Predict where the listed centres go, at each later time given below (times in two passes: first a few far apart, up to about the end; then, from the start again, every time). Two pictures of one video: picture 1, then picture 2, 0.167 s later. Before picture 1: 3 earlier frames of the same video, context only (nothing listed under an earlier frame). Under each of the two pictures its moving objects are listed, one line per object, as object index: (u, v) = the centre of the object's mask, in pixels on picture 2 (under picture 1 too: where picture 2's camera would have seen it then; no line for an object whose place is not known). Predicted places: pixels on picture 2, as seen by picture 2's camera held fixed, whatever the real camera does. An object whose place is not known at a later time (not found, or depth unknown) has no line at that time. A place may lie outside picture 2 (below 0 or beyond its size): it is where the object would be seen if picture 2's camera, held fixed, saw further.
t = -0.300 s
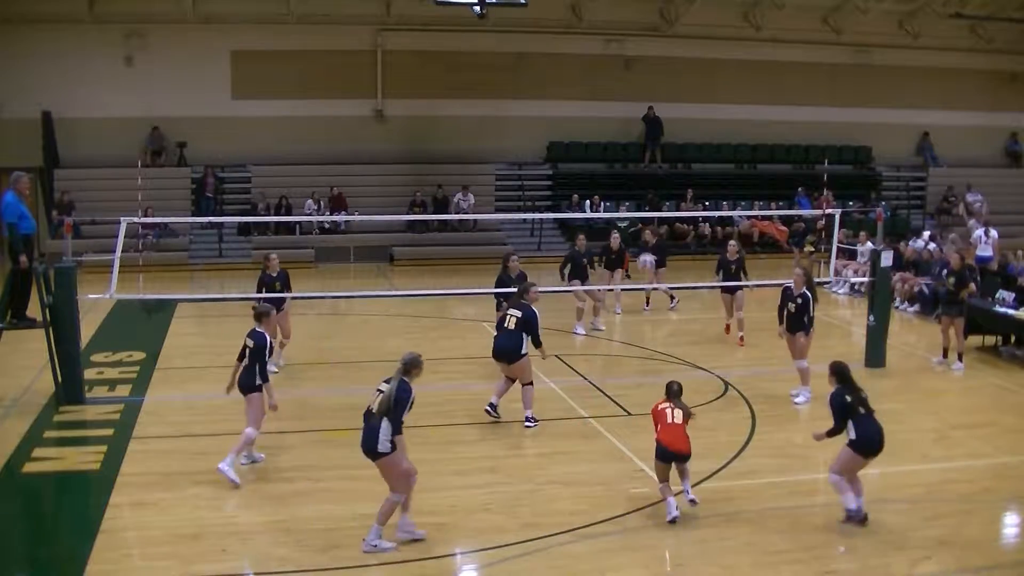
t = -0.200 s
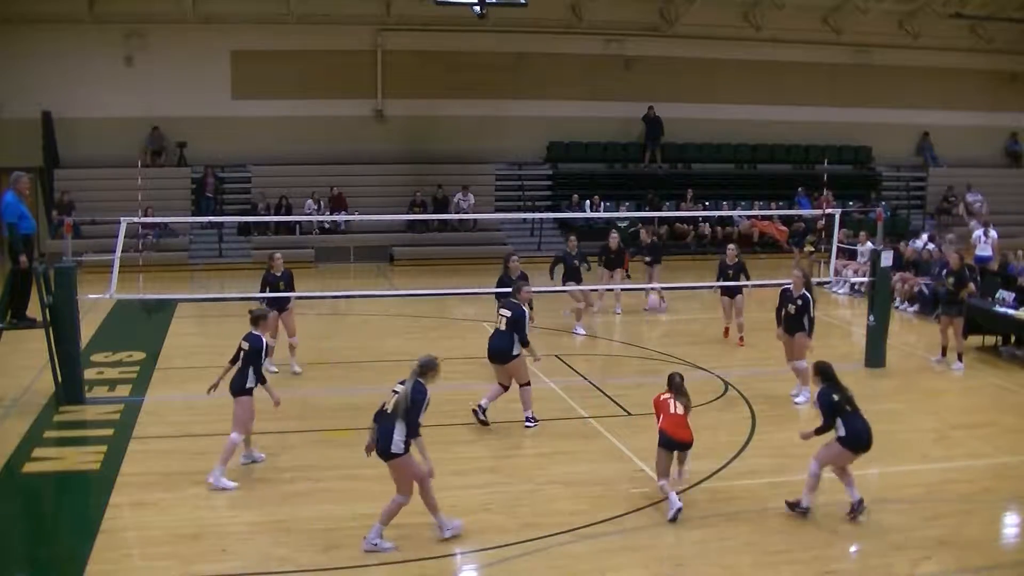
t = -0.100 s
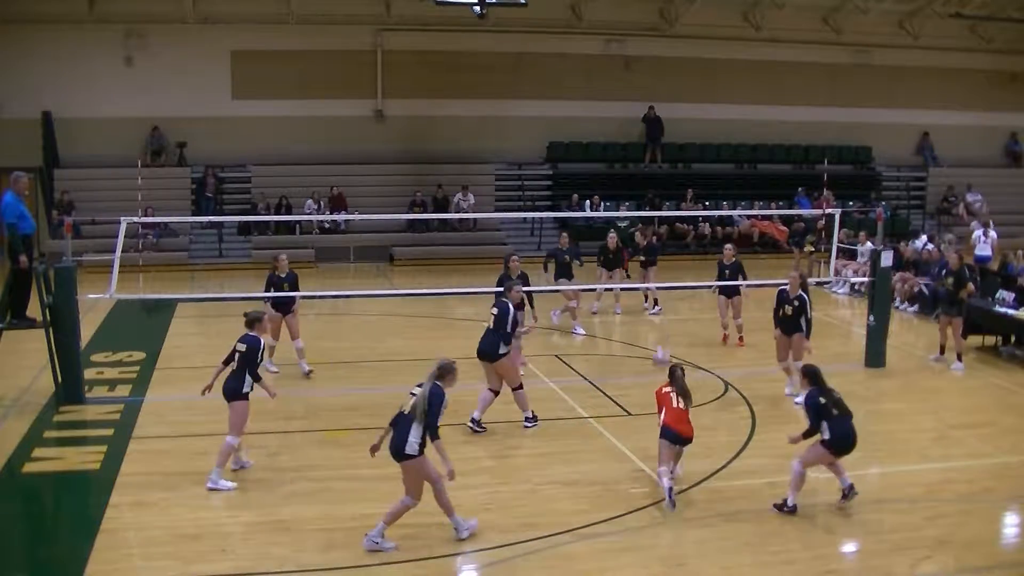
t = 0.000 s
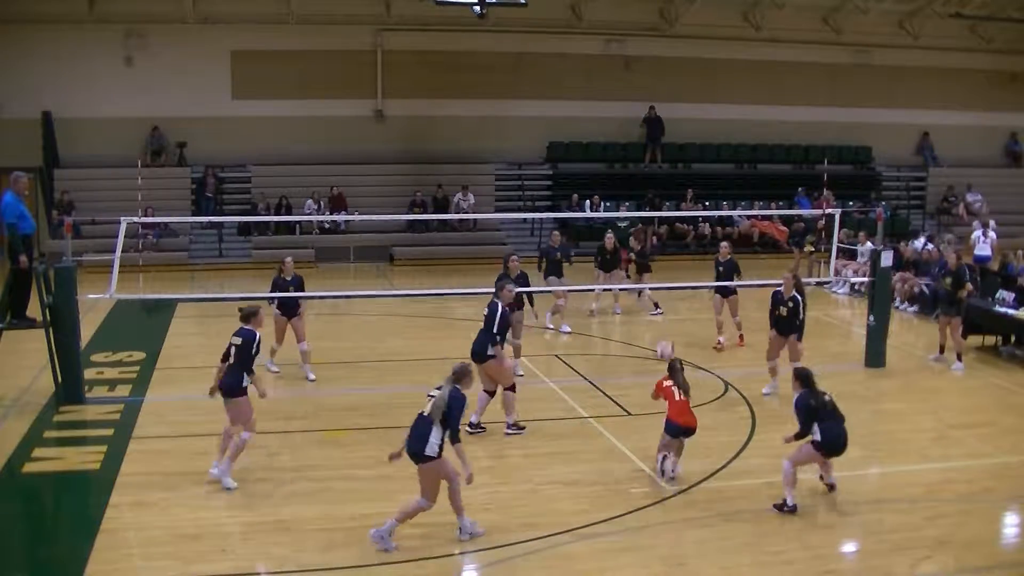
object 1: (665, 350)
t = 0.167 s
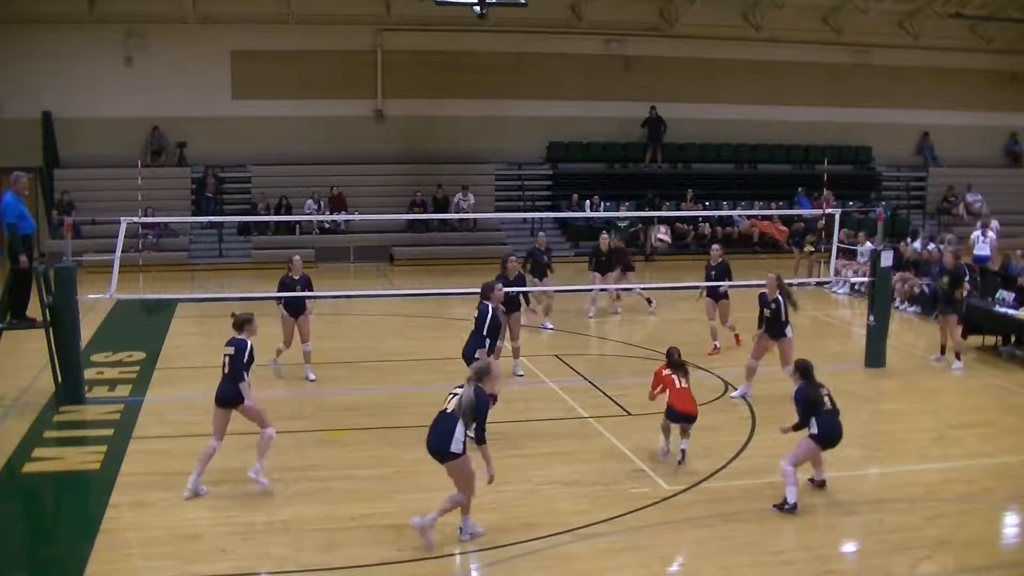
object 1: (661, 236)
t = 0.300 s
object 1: (659, 168)
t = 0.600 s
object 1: (652, 77)
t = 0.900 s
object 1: (646, 71)
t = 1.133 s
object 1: (640, 119)
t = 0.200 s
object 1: (661, 219)
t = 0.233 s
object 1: (661, 199)
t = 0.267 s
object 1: (659, 183)
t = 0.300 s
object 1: (659, 168)
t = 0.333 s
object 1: (658, 153)
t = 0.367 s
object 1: (658, 139)
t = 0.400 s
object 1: (657, 127)
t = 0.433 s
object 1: (656, 117)
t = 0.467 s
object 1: (656, 106)
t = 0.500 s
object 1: (655, 96)
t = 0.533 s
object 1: (654, 89)
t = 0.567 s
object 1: (654, 83)
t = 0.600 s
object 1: (652, 77)
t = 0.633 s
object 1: (652, 72)
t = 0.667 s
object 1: (651, 69)
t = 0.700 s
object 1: (650, 66)
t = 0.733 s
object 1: (650, 66)
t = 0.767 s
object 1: (649, 64)
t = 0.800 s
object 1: (648, 65)
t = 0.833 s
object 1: (647, 65)
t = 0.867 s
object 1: (646, 69)
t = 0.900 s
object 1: (646, 71)
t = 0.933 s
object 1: (644, 76)
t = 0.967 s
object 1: (644, 81)
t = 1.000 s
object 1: (643, 87)
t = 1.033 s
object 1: (642, 92)
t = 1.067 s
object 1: (641, 97)
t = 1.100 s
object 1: (641, 107)
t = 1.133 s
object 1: (640, 119)
